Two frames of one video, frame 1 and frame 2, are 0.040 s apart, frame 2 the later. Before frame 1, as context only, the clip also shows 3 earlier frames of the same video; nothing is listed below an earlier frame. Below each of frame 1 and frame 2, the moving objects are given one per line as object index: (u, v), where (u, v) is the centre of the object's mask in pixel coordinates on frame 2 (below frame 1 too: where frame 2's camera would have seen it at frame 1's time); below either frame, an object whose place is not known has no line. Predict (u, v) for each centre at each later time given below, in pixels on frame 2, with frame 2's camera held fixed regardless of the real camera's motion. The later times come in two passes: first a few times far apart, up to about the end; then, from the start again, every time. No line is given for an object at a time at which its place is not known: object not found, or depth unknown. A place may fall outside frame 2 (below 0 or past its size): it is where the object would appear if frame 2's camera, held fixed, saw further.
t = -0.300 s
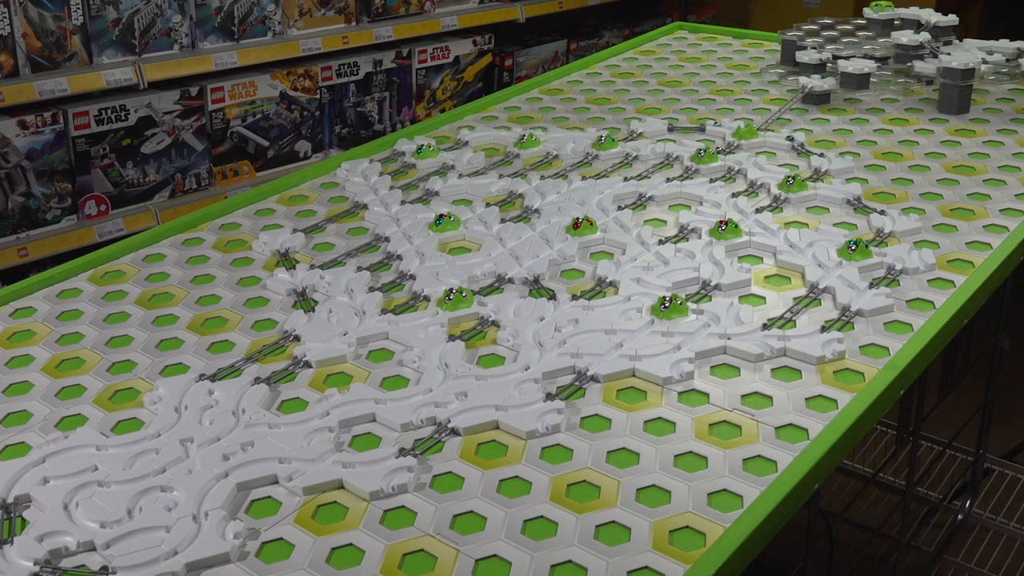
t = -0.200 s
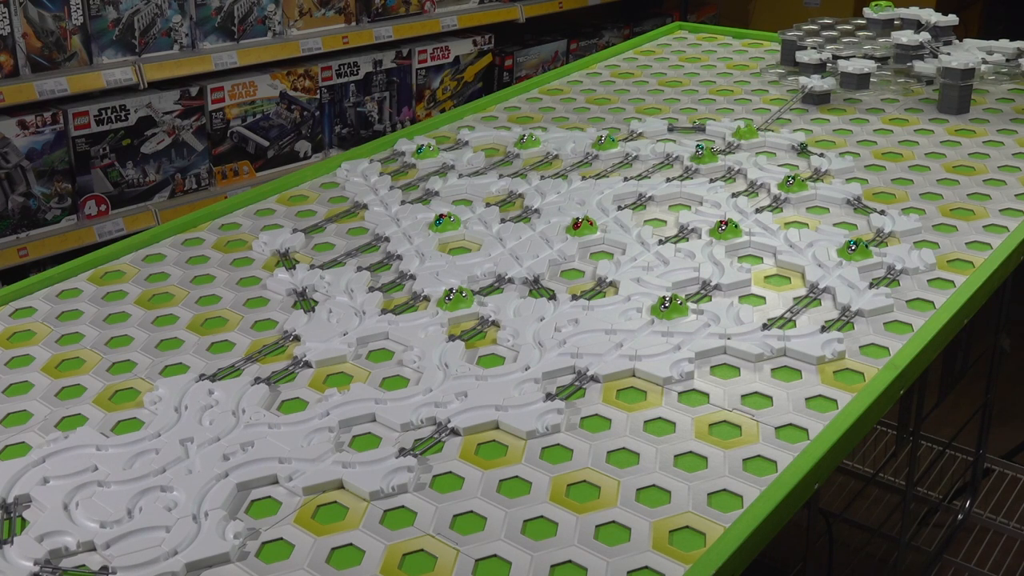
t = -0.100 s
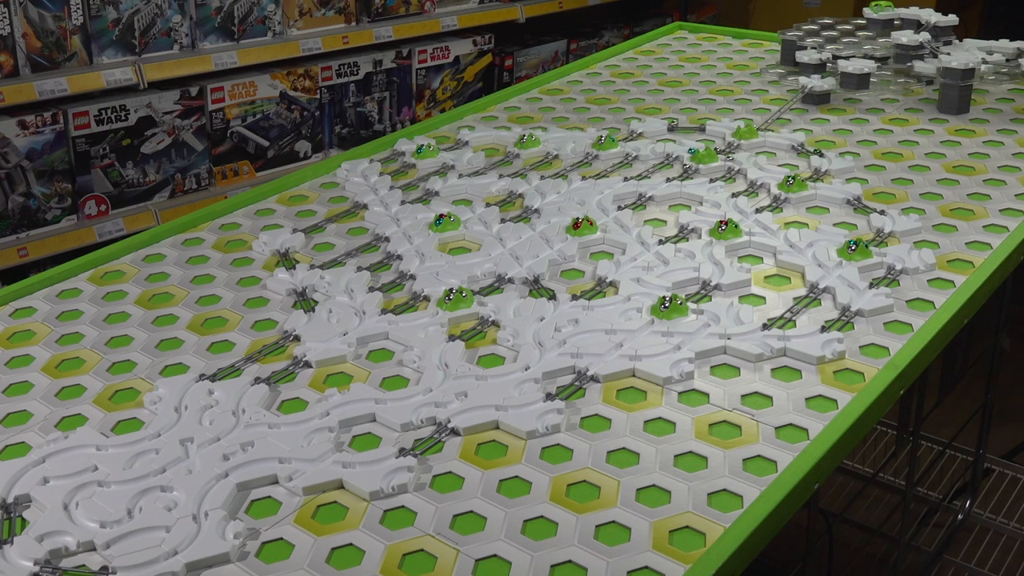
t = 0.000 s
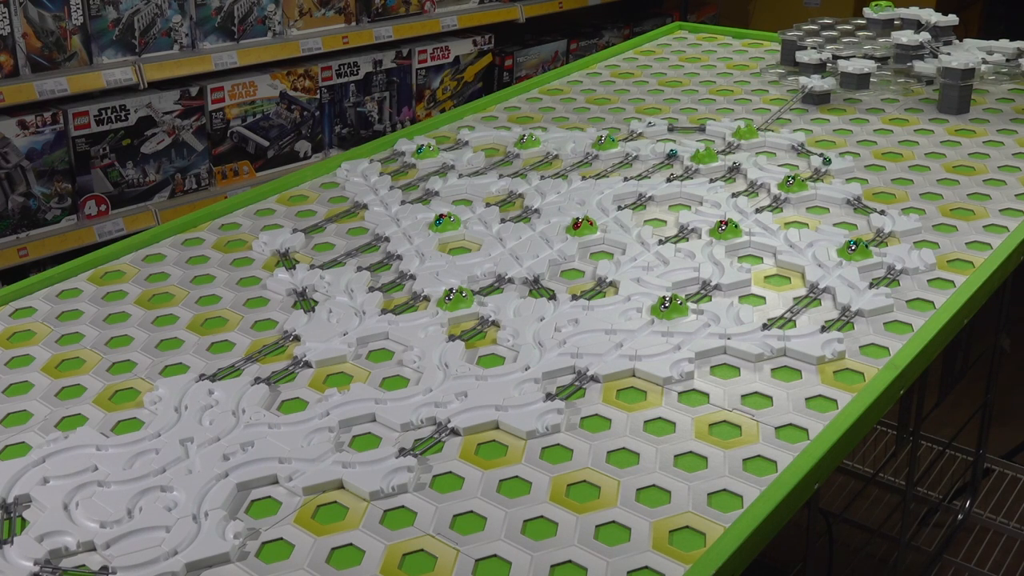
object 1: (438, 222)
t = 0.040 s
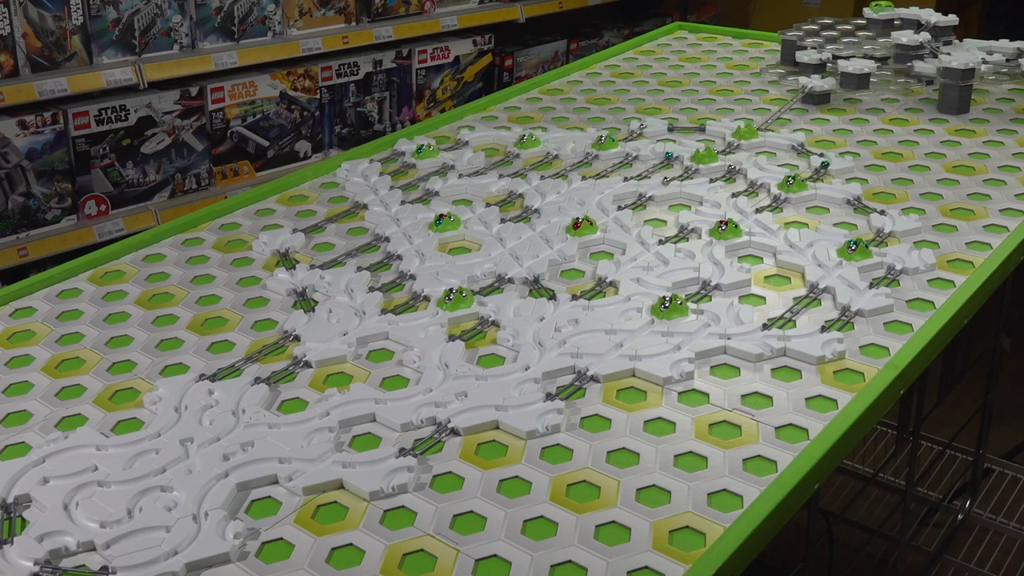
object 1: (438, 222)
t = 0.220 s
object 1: (438, 222)
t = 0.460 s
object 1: (438, 222)
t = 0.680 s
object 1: (438, 222)
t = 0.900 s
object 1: (438, 222)
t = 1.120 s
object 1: (415, 240)
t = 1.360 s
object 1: (352, 272)
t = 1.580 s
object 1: (360, 312)
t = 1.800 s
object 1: (320, 343)
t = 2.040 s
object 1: (263, 377)
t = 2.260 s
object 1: (233, 425)
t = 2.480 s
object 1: (152, 474)
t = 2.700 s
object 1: (73, 511)
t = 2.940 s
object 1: (87, 522)
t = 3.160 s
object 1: (87, 522)
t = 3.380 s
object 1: (88, 522)
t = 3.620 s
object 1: (94, 524)
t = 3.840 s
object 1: (96, 524)
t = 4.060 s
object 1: (98, 524)
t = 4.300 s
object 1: (98, 524)
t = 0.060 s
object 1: (438, 222)
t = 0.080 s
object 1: (438, 222)
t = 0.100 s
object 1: (438, 222)
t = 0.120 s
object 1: (438, 222)
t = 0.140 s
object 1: (438, 222)
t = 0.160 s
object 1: (438, 222)
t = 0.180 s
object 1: (438, 222)
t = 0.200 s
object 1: (438, 222)
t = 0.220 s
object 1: (438, 222)
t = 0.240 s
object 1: (438, 222)
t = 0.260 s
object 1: (438, 222)
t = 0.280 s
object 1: (438, 222)
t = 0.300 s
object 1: (438, 222)
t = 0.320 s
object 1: (438, 222)
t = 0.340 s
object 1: (438, 222)
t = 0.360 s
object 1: (438, 222)
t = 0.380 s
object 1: (438, 222)
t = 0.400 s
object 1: (438, 222)
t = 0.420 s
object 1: (438, 222)
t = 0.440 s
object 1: (438, 222)
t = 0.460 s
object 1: (438, 222)
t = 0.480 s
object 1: (438, 222)
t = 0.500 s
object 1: (438, 222)
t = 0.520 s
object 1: (438, 222)
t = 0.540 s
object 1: (438, 222)
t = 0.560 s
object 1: (438, 222)
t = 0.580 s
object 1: (438, 222)
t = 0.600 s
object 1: (438, 222)
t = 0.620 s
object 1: (438, 222)
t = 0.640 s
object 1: (438, 222)
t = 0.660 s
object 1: (438, 222)
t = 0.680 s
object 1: (438, 222)
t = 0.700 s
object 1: (438, 222)
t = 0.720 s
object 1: (438, 222)
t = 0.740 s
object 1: (438, 222)
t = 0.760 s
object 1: (438, 222)
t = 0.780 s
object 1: (438, 222)
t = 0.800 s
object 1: (438, 222)
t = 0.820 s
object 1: (438, 222)
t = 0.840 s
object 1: (438, 221)
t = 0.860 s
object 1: (438, 221)
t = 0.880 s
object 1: (438, 222)
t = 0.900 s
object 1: (438, 222)
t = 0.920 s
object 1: (438, 222)
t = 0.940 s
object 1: (438, 221)
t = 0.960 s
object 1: (438, 221)
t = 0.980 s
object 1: (437, 220)
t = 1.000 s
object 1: (436, 221)
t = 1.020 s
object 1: (434, 224)
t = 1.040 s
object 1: (432, 229)
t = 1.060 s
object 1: (428, 234)
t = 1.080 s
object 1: (423, 235)
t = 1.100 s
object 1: (419, 238)
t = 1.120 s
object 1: (415, 240)
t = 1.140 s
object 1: (410, 243)
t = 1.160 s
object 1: (406, 244)
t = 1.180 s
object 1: (401, 247)
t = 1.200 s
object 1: (396, 250)
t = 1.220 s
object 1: (391, 252)
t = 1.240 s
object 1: (386, 255)
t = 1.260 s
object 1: (381, 258)
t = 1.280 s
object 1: (376, 260)
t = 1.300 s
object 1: (370, 263)
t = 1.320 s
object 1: (364, 265)
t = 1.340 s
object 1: (358, 268)
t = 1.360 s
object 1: (352, 272)
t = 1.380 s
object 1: (349, 275)
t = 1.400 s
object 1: (346, 279)
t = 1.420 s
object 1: (346, 283)
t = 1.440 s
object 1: (347, 287)
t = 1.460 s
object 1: (349, 289)
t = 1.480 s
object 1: (351, 293)
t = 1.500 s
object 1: (352, 297)
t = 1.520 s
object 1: (353, 300)
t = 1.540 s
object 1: (355, 304)
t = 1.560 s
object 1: (359, 308)
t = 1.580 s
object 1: (360, 312)
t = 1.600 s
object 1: (360, 316)
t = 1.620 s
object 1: (359, 319)
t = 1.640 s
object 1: (357, 324)
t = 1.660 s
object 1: (354, 327)
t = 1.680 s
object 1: (349, 327)
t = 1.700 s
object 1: (343, 329)
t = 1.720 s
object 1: (339, 335)
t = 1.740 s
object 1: (334, 338)
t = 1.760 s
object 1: (330, 340)
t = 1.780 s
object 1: (325, 343)
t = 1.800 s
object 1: (320, 343)
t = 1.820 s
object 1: (314, 346)
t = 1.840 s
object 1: (312, 349)
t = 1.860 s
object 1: (308, 351)
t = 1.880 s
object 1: (304, 354)
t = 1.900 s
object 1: (300, 356)
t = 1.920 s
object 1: (296, 359)
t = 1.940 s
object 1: (291, 361)
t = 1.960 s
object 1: (286, 364)
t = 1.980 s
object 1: (281, 367)
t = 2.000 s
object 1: (275, 370)
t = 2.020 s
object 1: (270, 373)
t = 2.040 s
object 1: (263, 377)
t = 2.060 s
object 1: (258, 379)
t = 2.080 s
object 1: (251, 382)
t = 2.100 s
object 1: (246, 386)
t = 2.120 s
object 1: (242, 391)
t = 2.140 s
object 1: (238, 396)
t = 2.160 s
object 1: (237, 401)
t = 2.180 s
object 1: (237, 406)
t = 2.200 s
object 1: (238, 410)
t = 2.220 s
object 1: (238, 415)
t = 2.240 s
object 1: (236, 420)
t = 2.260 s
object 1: (233, 425)
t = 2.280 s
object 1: (228, 430)
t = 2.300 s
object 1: (223, 434)
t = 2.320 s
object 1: (217, 437)
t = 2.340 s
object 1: (209, 442)
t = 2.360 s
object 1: (202, 446)
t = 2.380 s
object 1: (195, 450)
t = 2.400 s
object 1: (188, 456)
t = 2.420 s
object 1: (179, 460)
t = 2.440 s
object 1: (170, 464)
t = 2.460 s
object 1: (161, 469)
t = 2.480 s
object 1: (152, 474)
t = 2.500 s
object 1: (142, 478)
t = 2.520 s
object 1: (131, 481)
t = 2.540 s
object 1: (119, 483)
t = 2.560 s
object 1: (108, 484)
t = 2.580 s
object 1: (98, 484)
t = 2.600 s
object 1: (88, 484)
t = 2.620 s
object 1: (79, 487)
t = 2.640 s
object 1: (72, 494)
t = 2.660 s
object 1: (70, 501)
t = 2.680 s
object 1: (70, 506)
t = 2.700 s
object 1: (73, 511)
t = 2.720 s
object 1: (75, 514)
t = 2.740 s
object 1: (78, 518)
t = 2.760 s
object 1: (81, 520)
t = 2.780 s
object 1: (83, 520)
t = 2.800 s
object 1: (84, 520)
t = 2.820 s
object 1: (84, 521)
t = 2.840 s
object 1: (85, 521)
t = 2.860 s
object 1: (85, 521)
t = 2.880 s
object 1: (86, 521)
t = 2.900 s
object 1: (87, 522)
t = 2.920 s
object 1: (87, 522)
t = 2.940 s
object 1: (87, 522)
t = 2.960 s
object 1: (88, 522)
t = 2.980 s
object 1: (88, 523)
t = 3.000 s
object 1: (88, 523)
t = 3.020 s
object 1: (87, 522)
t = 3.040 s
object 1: (88, 522)
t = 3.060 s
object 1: (87, 522)
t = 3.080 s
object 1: (87, 522)
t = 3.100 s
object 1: (87, 522)
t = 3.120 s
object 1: (88, 522)
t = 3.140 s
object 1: (87, 522)
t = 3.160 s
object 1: (87, 522)
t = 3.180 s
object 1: (87, 522)
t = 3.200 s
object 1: (86, 522)
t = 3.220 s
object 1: (86, 522)
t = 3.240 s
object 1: (86, 521)
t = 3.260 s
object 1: (86, 521)
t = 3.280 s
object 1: (86, 521)
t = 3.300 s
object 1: (86, 522)
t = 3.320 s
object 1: (86, 521)
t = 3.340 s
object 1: (86, 521)
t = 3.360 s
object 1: (87, 521)
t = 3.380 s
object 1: (88, 522)
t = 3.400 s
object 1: (88, 522)
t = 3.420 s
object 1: (90, 523)
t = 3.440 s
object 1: (91, 523)
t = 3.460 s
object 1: (92, 523)
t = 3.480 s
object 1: (93, 523)
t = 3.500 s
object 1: (93, 523)
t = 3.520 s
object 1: (93, 523)
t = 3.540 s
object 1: (93, 523)
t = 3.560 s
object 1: (93, 523)
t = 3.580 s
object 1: (93, 524)
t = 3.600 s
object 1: (94, 524)
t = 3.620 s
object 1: (94, 524)
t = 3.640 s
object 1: (94, 524)
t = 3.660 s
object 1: (95, 524)
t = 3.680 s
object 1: (96, 524)
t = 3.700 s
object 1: (96, 524)
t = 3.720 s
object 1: (96, 524)
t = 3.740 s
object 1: (97, 524)
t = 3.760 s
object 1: (96, 524)
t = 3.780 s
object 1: (96, 524)
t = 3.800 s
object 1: (96, 524)
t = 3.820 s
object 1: (96, 524)
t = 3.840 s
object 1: (96, 524)
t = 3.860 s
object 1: (96, 524)
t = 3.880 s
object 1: (97, 524)
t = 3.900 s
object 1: (97, 524)
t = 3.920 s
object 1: (97, 524)
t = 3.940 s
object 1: (97, 524)
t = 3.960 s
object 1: (97, 524)
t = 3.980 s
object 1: (98, 524)
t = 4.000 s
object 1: (98, 524)
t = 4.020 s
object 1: (98, 524)
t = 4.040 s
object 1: (98, 524)
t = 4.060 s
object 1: (98, 524)
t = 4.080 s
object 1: (98, 524)
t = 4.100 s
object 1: (98, 524)
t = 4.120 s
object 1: (98, 524)
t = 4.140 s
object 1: (98, 524)
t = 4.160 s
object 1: (98, 524)
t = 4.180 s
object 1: (98, 524)
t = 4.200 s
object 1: (98, 524)
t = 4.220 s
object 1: (98, 524)
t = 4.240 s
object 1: (98, 524)
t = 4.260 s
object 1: (98, 524)
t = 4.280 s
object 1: (98, 524)
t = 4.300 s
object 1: (98, 524)
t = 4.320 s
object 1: (98, 524)
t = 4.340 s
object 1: (98, 524)
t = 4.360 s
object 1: (98, 524)
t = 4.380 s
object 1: (98, 524)
